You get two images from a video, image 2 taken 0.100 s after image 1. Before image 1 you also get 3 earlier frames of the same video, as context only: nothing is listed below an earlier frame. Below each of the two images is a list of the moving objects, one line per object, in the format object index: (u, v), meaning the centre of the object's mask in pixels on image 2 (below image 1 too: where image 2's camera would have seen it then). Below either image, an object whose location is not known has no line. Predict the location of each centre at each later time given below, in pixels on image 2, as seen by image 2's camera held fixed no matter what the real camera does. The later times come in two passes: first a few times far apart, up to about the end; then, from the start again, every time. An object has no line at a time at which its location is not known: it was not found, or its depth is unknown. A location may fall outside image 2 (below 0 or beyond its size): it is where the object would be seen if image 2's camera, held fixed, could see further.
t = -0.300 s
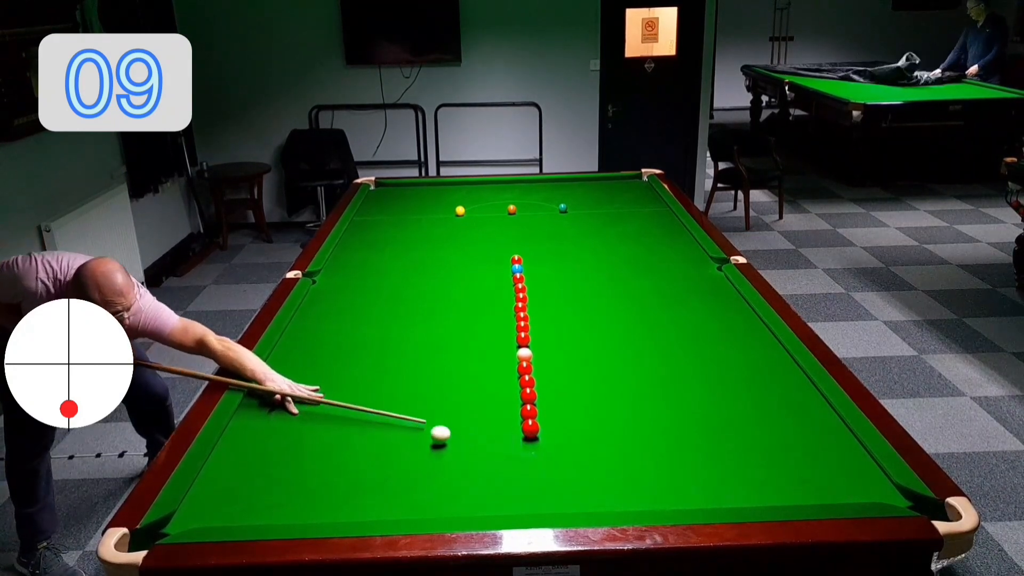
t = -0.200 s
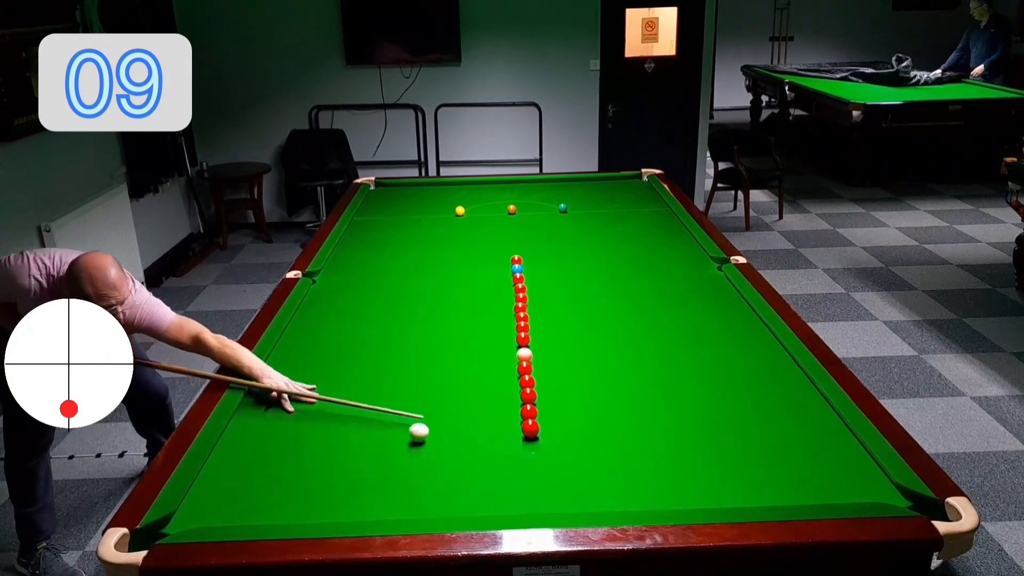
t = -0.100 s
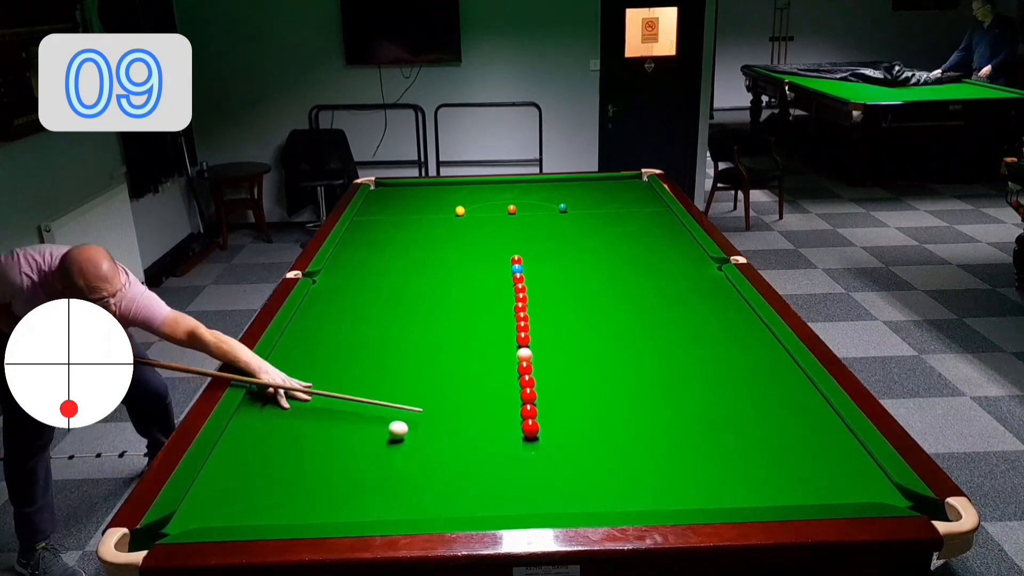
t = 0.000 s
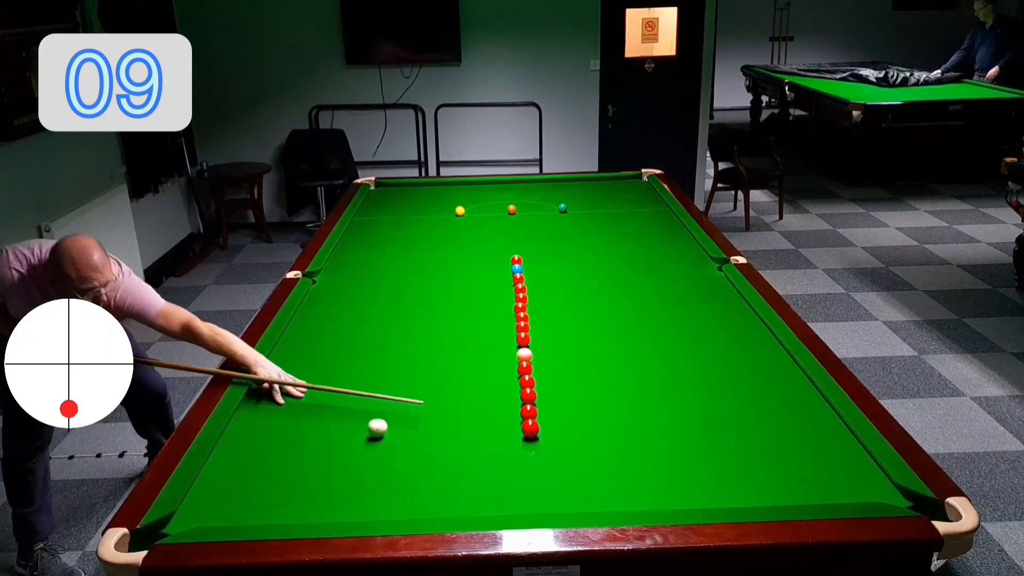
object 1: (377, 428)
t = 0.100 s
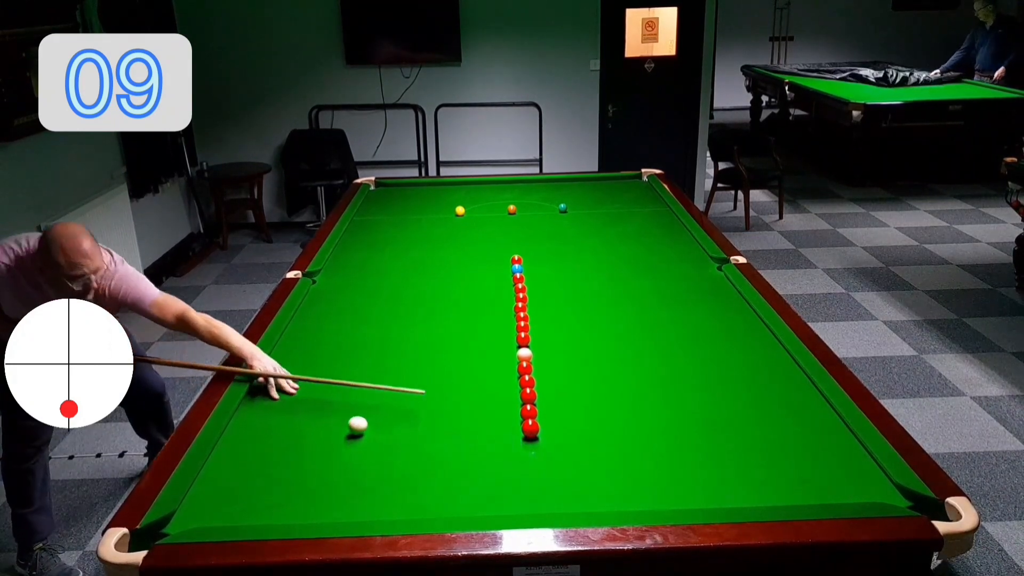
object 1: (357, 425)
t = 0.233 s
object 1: (332, 423)
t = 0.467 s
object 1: (289, 417)
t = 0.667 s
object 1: (255, 413)
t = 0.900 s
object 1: (265, 408)
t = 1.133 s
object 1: (291, 402)
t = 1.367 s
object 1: (315, 397)
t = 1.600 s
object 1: (337, 391)
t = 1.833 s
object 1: (356, 387)
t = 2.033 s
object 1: (372, 383)
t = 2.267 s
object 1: (388, 379)
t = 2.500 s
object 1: (403, 376)
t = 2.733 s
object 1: (416, 373)
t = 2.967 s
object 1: (428, 370)
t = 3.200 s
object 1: (438, 368)
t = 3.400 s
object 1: (446, 366)
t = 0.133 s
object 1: (351, 425)
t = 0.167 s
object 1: (345, 424)
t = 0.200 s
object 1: (338, 423)
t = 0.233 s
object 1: (332, 423)
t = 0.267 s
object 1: (325, 422)
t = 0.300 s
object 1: (319, 421)
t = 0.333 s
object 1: (313, 420)
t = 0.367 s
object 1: (307, 420)
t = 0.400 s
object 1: (301, 419)
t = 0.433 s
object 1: (295, 418)
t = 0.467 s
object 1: (289, 417)
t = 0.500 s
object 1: (283, 417)
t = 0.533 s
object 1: (277, 416)
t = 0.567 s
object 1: (271, 415)
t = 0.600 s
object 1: (266, 414)
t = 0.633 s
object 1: (260, 414)
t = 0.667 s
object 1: (255, 413)
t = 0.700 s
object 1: (249, 412)
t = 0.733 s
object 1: (244, 412)
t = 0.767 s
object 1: (248, 411)
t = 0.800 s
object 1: (253, 410)
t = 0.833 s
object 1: (257, 409)
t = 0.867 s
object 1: (261, 408)
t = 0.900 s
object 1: (265, 408)
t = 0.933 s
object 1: (269, 407)
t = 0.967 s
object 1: (273, 406)
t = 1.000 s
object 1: (276, 405)
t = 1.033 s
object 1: (280, 404)
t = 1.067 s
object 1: (284, 403)
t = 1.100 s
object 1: (287, 403)
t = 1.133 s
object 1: (291, 402)
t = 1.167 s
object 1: (295, 401)
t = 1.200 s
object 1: (298, 400)
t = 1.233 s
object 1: (301, 400)
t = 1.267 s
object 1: (305, 399)
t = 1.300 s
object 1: (308, 398)
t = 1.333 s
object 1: (311, 397)
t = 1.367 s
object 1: (315, 397)
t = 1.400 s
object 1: (318, 396)
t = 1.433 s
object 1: (321, 395)
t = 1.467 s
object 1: (324, 394)
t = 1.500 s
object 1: (328, 393)
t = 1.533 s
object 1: (331, 393)
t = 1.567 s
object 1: (334, 392)
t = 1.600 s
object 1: (337, 391)
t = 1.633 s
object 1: (340, 391)
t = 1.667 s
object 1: (342, 390)
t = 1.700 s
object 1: (345, 389)
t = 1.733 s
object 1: (348, 389)
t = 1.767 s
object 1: (351, 388)
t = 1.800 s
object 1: (354, 387)
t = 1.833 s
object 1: (356, 387)
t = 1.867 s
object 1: (359, 386)
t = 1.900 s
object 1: (362, 386)
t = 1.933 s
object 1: (364, 385)
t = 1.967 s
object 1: (367, 384)
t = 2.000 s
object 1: (369, 384)
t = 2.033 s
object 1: (372, 383)
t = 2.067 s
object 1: (374, 382)
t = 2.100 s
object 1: (377, 382)
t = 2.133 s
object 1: (379, 381)
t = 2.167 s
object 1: (381, 381)
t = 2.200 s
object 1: (384, 380)
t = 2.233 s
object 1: (386, 380)
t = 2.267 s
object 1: (388, 379)
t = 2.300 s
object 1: (391, 379)
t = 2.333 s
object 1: (393, 378)
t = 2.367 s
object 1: (395, 378)
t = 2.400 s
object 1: (397, 377)
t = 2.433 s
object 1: (399, 377)
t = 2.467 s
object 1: (401, 376)
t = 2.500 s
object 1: (403, 376)
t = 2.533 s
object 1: (405, 375)
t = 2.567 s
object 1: (407, 375)
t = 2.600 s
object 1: (409, 374)
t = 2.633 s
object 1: (411, 374)
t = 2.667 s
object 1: (413, 374)
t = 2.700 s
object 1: (414, 373)
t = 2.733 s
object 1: (416, 373)
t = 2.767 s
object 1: (418, 372)
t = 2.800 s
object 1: (420, 372)
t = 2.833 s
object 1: (422, 371)
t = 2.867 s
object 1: (423, 371)
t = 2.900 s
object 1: (425, 371)
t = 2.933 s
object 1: (426, 370)
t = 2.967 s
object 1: (428, 370)
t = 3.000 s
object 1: (429, 370)
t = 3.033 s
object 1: (431, 369)
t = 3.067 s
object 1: (433, 369)
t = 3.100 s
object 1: (434, 369)
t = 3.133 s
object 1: (435, 368)
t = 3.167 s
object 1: (437, 368)
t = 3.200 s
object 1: (438, 368)
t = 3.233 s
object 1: (440, 367)
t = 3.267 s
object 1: (441, 367)
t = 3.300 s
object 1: (442, 367)
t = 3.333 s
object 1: (443, 366)
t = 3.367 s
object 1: (445, 366)
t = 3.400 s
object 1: (446, 366)
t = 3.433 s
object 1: (447, 366)
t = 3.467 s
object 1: (448, 365)
